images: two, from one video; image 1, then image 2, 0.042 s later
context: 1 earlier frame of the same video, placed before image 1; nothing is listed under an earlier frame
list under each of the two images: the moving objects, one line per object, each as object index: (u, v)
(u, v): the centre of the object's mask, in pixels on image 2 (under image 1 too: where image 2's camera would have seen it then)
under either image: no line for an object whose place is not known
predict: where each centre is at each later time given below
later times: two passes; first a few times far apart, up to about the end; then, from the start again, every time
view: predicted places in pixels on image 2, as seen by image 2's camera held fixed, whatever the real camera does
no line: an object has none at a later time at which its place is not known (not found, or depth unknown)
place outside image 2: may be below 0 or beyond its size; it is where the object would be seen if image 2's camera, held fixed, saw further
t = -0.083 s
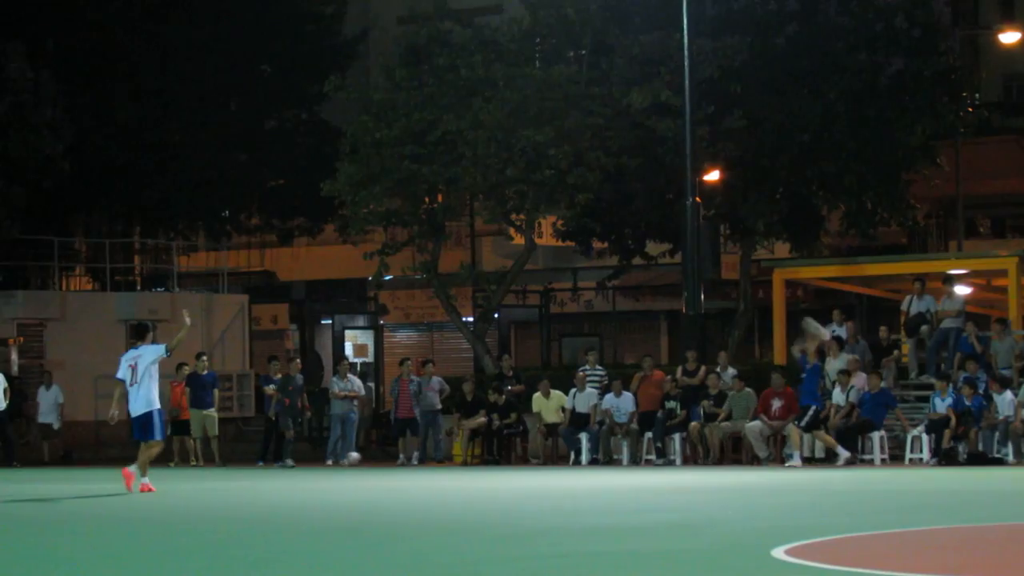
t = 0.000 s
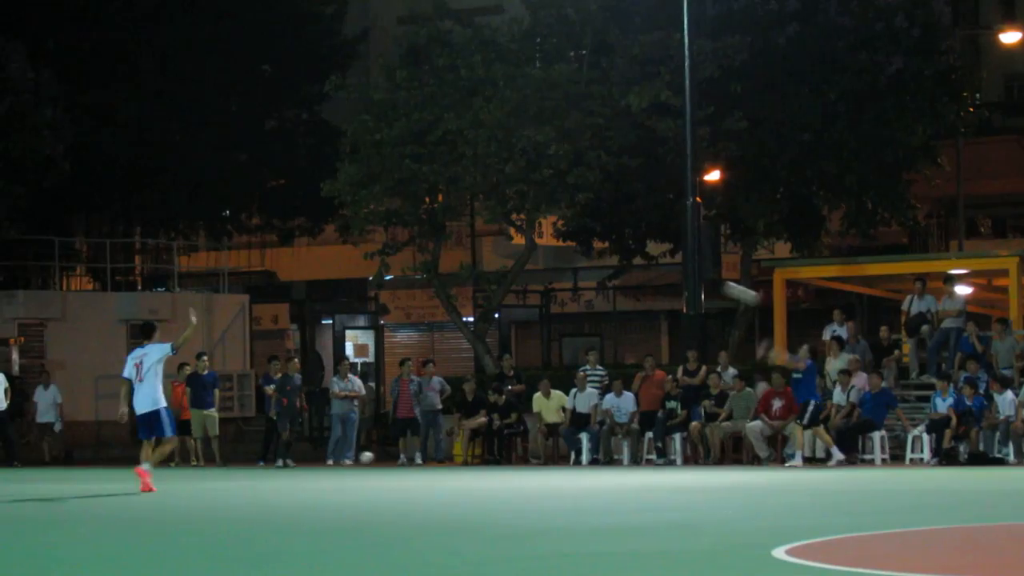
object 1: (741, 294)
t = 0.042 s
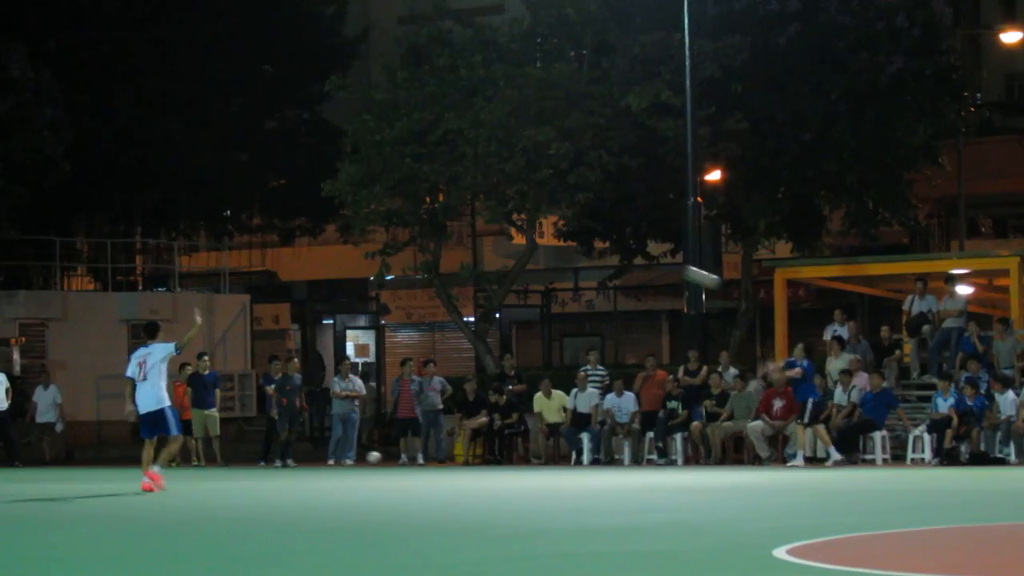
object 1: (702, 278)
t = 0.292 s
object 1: (459, 202)
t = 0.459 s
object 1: (290, 172)
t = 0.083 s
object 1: (662, 263)
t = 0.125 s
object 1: (619, 249)
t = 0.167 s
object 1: (577, 236)
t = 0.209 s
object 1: (535, 223)
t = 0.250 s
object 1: (494, 214)
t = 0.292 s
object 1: (459, 202)
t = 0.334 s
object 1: (411, 194)
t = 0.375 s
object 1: (370, 187)
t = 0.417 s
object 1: (331, 179)
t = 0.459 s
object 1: (290, 172)
